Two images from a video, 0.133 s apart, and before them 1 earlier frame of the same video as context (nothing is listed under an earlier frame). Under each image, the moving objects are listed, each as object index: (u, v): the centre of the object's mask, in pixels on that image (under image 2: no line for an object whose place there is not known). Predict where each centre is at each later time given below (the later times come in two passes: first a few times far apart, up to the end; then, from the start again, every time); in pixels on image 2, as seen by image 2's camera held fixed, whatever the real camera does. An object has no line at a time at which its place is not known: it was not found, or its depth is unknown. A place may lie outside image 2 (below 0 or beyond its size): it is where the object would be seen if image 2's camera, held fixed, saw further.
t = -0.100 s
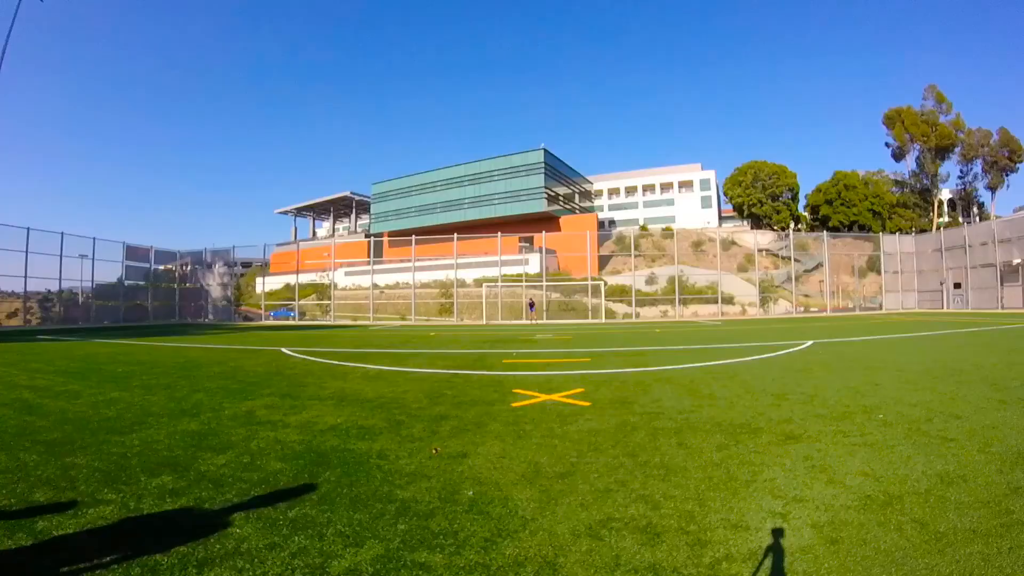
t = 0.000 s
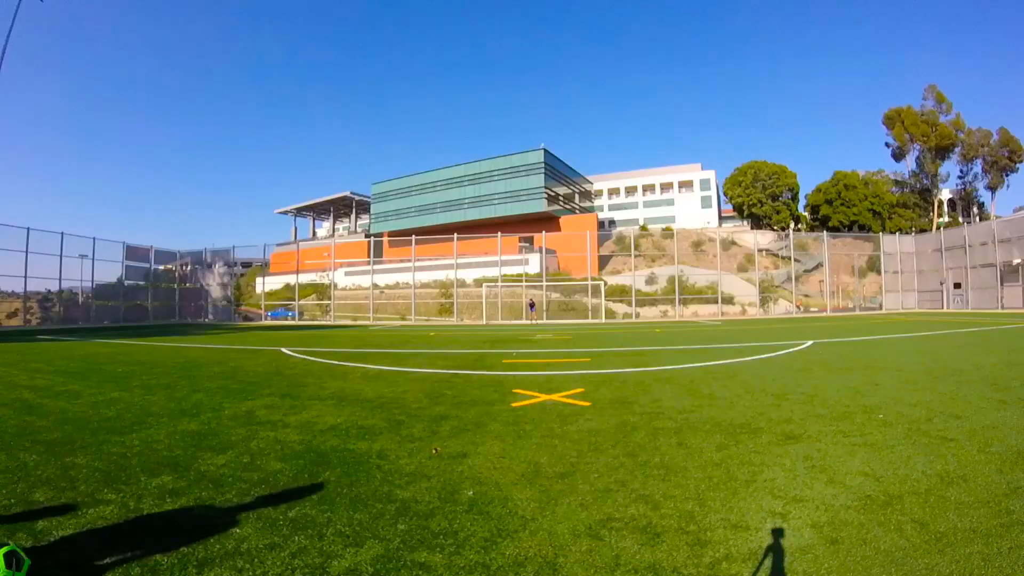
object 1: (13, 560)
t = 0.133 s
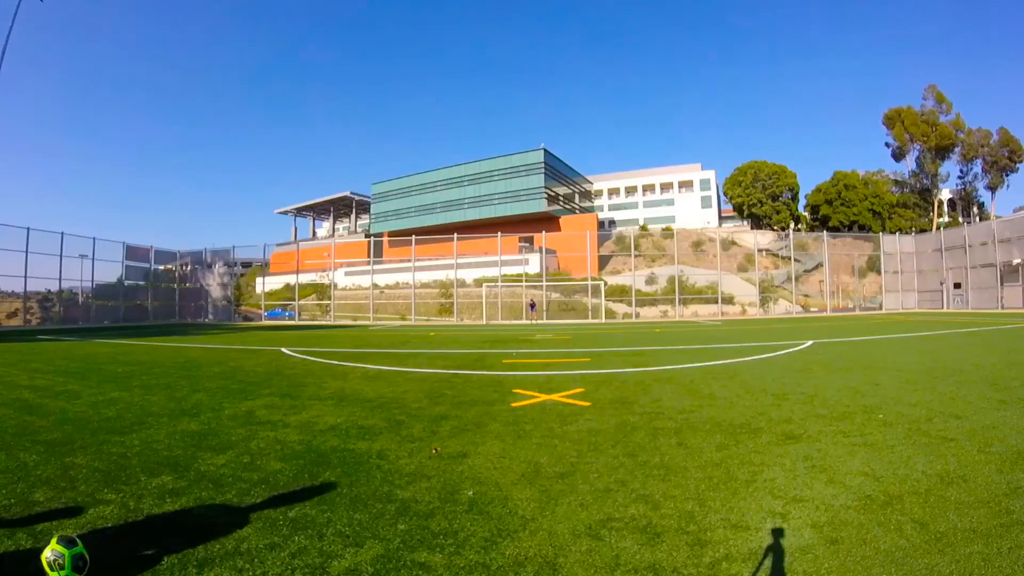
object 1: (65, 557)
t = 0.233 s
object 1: (105, 552)
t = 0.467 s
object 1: (197, 532)
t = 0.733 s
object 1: (283, 510)
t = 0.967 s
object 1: (346, 494)
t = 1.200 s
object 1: (399, 480)
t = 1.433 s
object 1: (442, 467)
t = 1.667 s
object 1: (477, 454)
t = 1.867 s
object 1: (500, 445)
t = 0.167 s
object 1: (79, 555)
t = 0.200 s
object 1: (91, 554)
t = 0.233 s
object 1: (105, 552)
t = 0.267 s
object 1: (120, 549)
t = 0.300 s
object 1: (132, 547)
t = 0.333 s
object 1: (146, 544)
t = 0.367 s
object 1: (160, 540)
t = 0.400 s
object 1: (171, 539)
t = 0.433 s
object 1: (184, 535)
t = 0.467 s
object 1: (197, 532)
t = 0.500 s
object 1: (209, 528)
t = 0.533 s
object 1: (219, 526)
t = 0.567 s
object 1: (231, 525)
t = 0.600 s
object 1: (242, 523)
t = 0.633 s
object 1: (253, 520)
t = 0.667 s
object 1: (263, 516)
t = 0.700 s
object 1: (274, 513)
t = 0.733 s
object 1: (283, 510)
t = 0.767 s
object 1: (292, 509)
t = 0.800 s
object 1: (303, 506)
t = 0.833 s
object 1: (312, 503)
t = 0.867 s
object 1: (322, 500)
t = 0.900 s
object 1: (329, 498)
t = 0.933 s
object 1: (338, 497)
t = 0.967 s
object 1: (346, 494)
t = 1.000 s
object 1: (355, 491)
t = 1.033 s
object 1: (362, 491)
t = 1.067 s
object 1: (370, 488)
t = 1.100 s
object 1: (377, 485)
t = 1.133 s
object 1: (384, 483)
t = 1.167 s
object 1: (392, 482)
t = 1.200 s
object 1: (399, 480)
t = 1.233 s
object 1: (406, 478)
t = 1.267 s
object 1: (413, 475)
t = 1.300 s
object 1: (418, 474)
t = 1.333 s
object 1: (425, 472)
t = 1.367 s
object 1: (430, 470)
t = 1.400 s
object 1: (436, 467)
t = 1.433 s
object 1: (442, 467)
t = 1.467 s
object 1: (447, 465)
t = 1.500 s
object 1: (453, 464)
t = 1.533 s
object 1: (457, 462)
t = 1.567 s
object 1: (463, 460)
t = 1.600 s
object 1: (467, 458)
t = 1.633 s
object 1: (472, 457)
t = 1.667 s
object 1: (477, 454)
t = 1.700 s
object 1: (482, 453)
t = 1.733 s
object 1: (485, 451)
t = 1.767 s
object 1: (489, 450)
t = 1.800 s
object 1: (493, 449)
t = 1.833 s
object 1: (497, 447)
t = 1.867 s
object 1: (500, 445)
